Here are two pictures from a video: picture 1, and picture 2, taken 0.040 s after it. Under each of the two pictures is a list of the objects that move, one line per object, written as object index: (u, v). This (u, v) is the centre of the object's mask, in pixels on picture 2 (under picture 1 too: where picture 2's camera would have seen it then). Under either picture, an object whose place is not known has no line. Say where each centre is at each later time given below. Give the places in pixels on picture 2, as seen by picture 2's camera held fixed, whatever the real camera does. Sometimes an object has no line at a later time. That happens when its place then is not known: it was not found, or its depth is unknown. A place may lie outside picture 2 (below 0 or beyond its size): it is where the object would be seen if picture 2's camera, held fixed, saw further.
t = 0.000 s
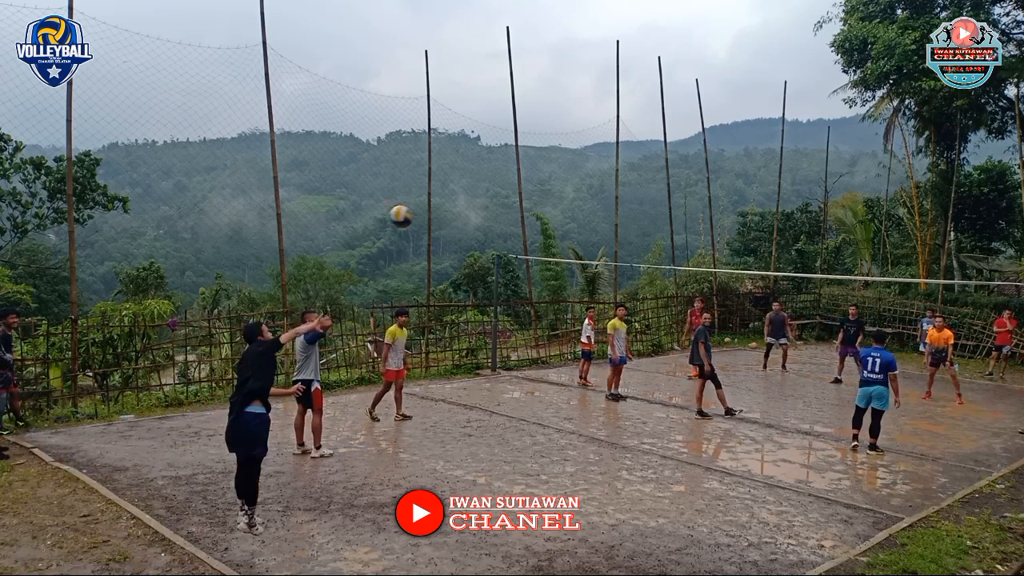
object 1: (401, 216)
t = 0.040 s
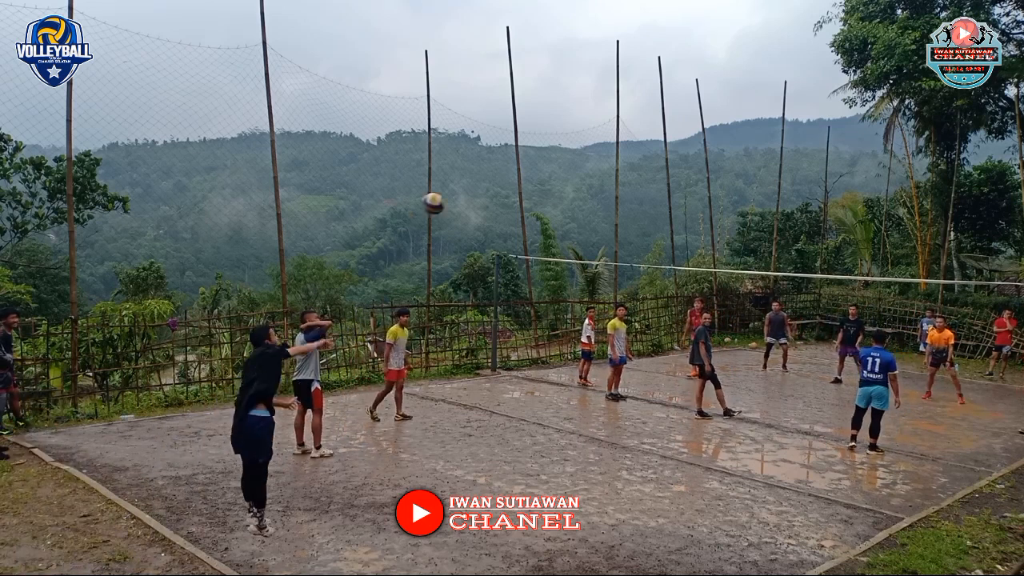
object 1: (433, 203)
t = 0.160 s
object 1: (512, 177)
